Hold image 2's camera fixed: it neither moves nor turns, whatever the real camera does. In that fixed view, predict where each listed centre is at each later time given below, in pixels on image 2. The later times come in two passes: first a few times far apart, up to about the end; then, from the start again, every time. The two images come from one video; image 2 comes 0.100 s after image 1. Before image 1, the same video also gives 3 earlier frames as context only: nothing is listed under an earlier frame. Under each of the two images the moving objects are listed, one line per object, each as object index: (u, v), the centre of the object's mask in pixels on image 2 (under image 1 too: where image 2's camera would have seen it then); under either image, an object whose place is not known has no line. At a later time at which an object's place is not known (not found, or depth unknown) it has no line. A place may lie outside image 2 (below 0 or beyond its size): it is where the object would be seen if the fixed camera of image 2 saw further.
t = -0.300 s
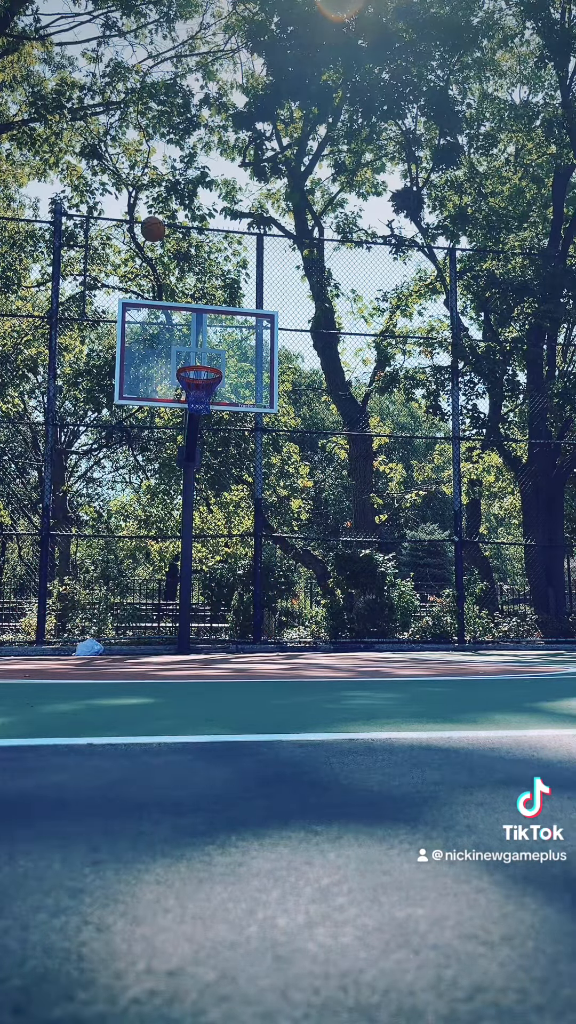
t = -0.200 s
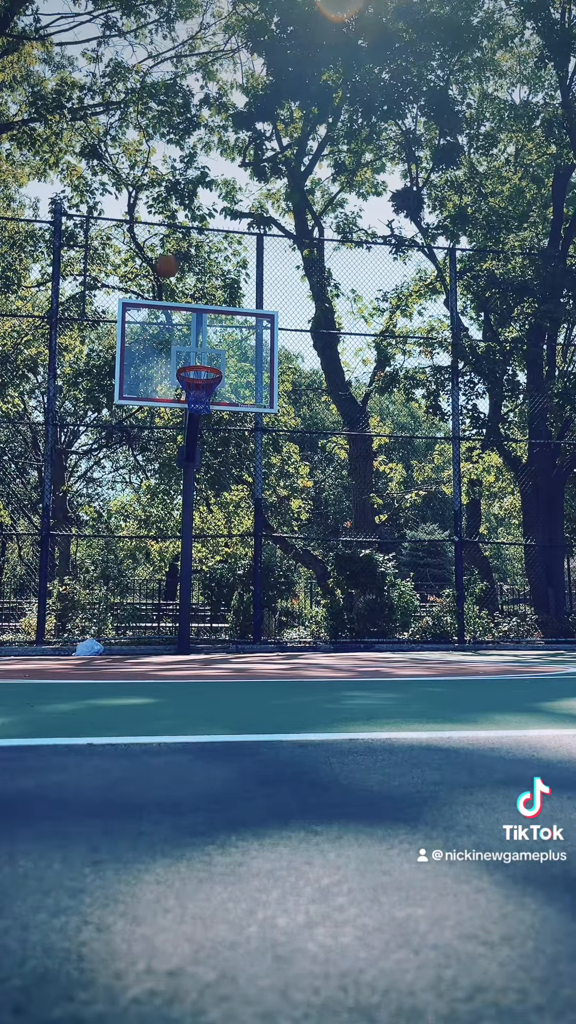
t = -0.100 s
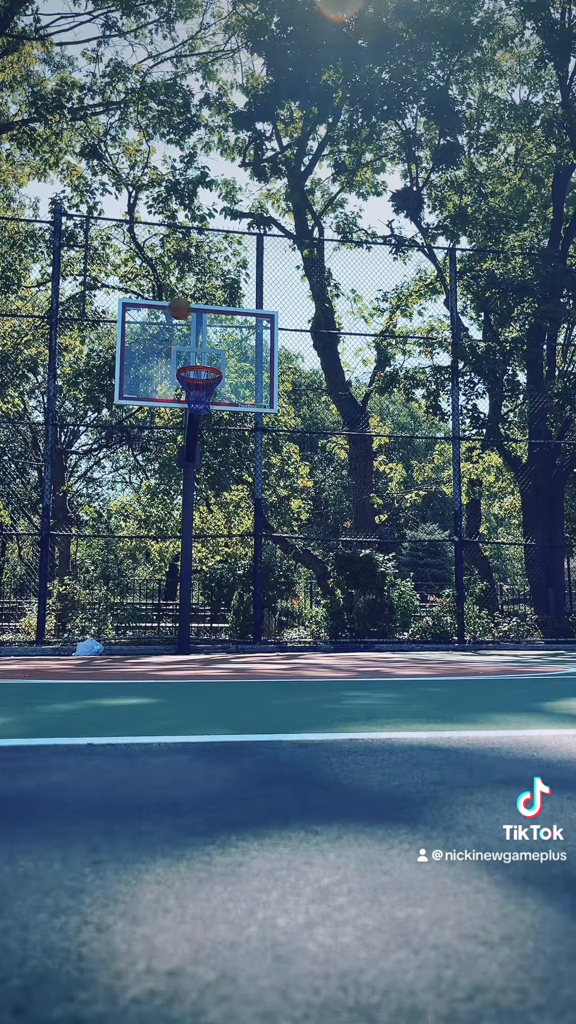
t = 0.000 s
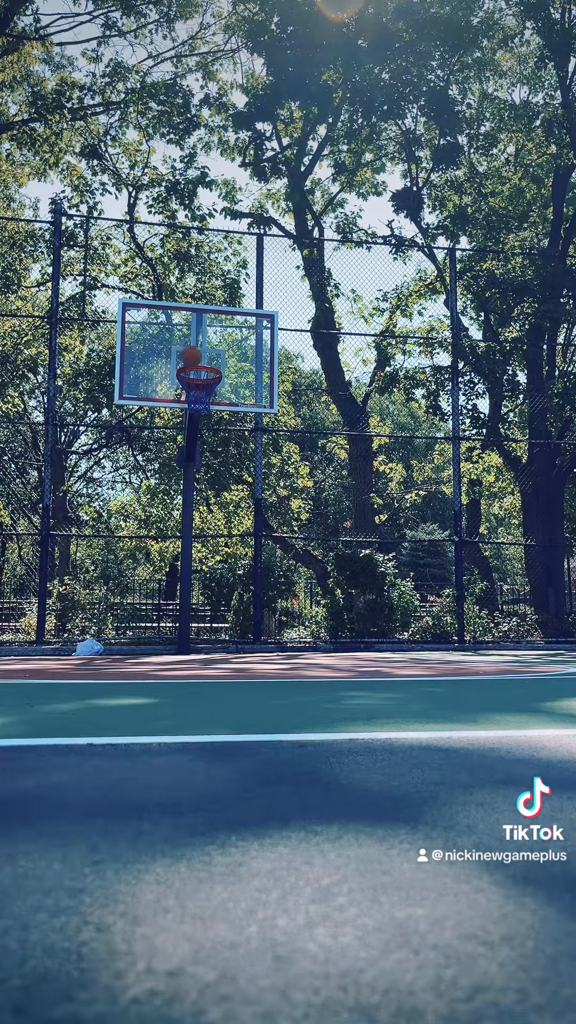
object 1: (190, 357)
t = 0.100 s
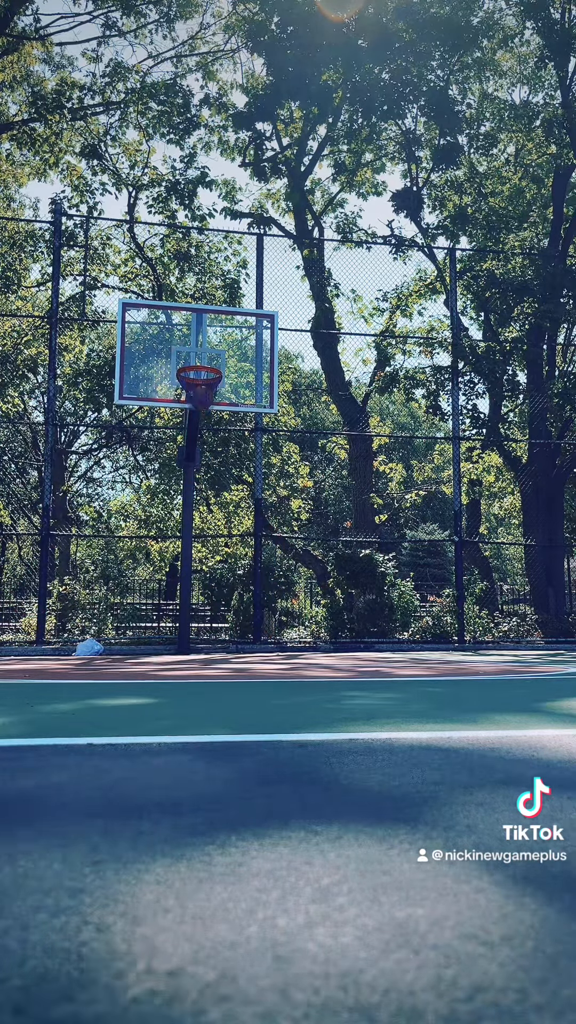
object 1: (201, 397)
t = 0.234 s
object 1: (212, 415)
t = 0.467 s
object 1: (226, 481)
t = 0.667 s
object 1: (238, 582)
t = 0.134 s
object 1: (203, 396)
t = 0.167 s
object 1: (208, 403)
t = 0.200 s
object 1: (211, 412)
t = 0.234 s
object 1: (212, 415)
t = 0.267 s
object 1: (213, 420)
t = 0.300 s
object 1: (216, 428)
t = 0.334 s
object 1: (219, 436)
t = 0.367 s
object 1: (220, 446)
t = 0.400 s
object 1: (223, 456)
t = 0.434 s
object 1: (224, 468)
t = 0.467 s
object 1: (226, 481)
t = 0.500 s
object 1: (227, 494)
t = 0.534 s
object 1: (230, 509)
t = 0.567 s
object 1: (232, 525)
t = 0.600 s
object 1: (234, 543)
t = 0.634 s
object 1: (236, 562)
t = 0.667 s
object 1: (238, 582)
